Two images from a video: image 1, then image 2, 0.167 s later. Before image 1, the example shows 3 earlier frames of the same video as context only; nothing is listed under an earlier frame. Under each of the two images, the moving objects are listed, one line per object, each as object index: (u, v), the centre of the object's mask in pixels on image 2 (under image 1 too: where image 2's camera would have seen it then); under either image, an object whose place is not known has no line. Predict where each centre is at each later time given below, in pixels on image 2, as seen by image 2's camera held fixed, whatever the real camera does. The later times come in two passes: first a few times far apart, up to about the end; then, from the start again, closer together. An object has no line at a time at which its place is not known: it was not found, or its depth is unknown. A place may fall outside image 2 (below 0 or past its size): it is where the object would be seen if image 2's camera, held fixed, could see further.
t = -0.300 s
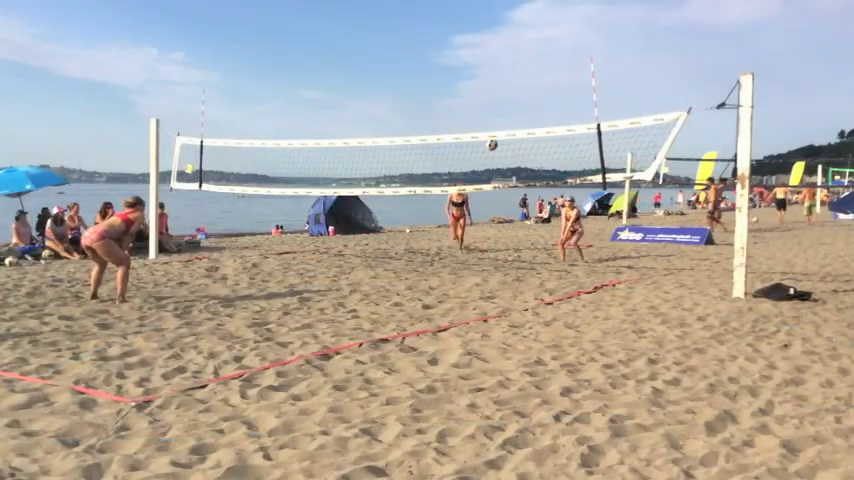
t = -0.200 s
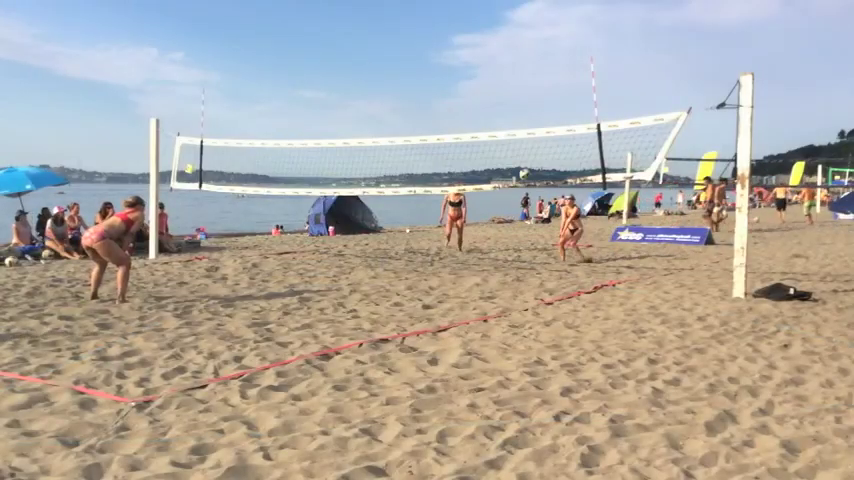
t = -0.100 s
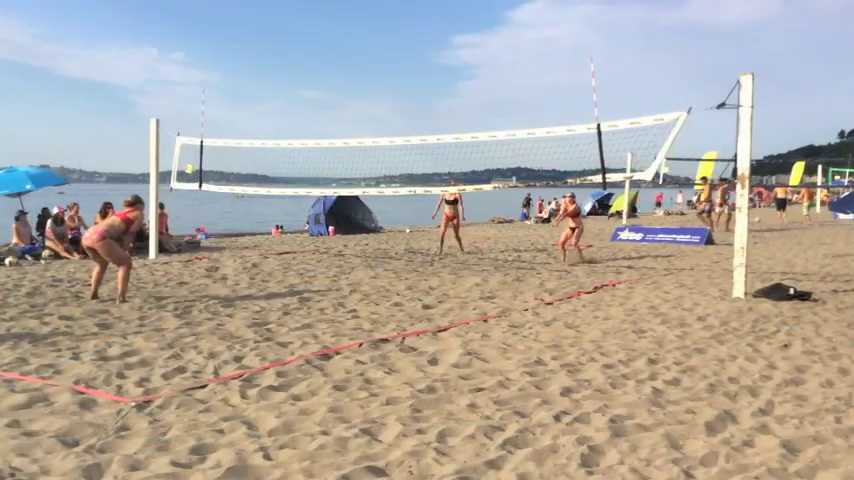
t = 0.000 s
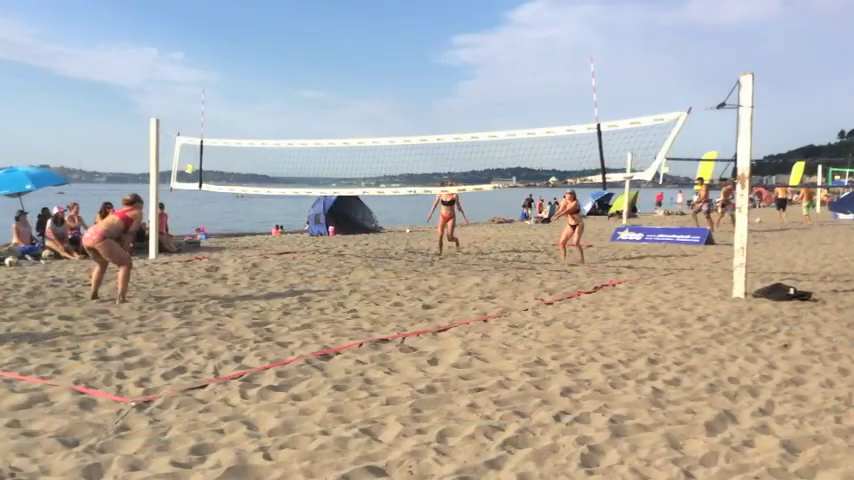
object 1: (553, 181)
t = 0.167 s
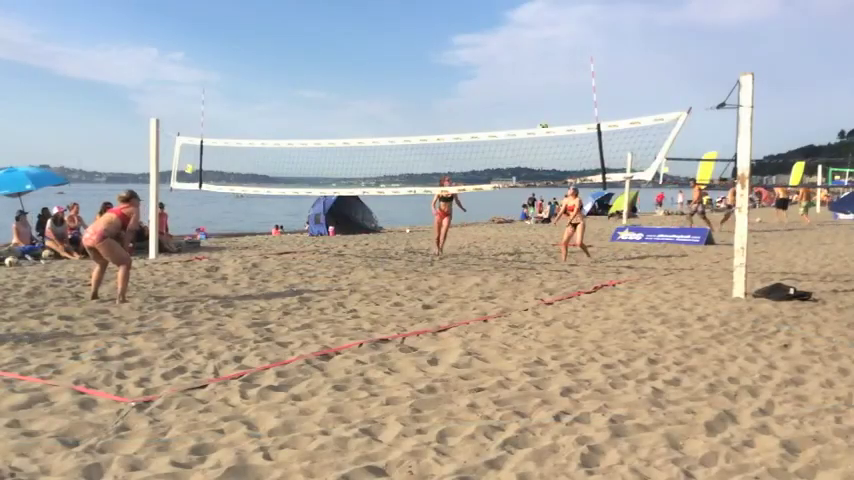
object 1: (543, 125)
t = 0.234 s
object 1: (538, 111)
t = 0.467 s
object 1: (523, 65)
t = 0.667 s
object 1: (510, 47)
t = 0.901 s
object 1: (495, 53)
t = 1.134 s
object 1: (478, 89)
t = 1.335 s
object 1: (463, 144)
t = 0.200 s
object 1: (540, 119)
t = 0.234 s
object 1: (538, 111)
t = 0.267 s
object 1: (536, 102)
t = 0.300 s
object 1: (533, 95)
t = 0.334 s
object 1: (532, 87)
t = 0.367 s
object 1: (529, 81)
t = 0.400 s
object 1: (527, 75)
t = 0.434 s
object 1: (525, 70)
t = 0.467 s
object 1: (523, 65)
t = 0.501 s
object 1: (521, 61)
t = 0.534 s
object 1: (518, 56)
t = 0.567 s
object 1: (517, 53)
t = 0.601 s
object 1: (514, 51)
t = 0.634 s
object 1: (513, 49)
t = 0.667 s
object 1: (510, 47)
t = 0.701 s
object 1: (508, 46)
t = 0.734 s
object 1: (506, 46)
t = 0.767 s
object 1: (504, 46)
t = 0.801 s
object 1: (501, 47)
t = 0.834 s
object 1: (499, 49)
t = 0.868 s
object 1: (497, 51)
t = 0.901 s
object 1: (495, 53)
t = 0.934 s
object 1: (492, 57)
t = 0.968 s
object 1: (490, 60)
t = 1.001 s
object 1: (487, 65)
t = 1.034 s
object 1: (485, 70)
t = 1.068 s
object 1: (482, 76)
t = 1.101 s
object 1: (479, 82)
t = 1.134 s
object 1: (478, 89)
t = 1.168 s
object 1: (475, 96)
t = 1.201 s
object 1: (473, 105)
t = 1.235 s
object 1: (470, 113)
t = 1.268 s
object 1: (468, 122)
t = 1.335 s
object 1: (463, 144)
